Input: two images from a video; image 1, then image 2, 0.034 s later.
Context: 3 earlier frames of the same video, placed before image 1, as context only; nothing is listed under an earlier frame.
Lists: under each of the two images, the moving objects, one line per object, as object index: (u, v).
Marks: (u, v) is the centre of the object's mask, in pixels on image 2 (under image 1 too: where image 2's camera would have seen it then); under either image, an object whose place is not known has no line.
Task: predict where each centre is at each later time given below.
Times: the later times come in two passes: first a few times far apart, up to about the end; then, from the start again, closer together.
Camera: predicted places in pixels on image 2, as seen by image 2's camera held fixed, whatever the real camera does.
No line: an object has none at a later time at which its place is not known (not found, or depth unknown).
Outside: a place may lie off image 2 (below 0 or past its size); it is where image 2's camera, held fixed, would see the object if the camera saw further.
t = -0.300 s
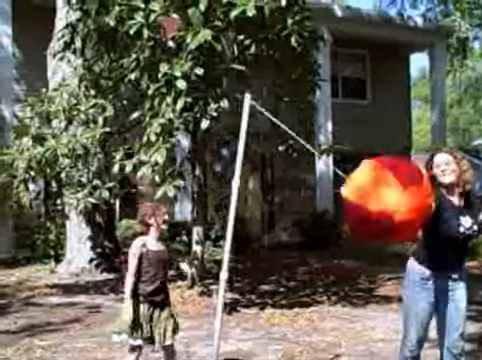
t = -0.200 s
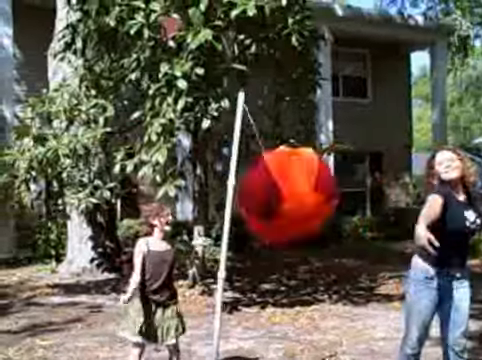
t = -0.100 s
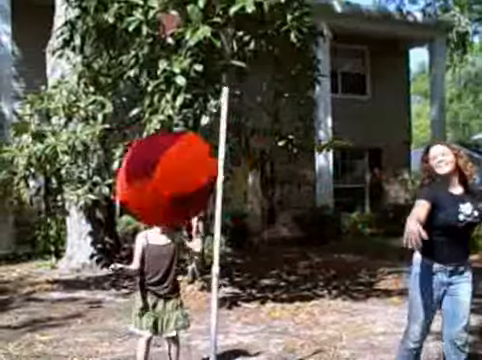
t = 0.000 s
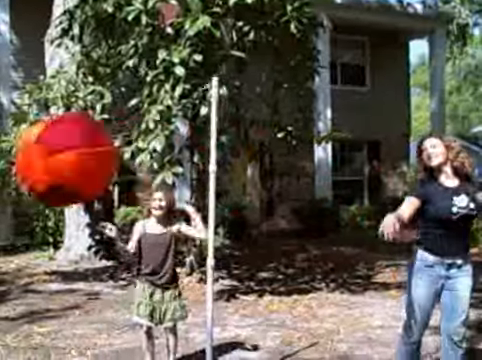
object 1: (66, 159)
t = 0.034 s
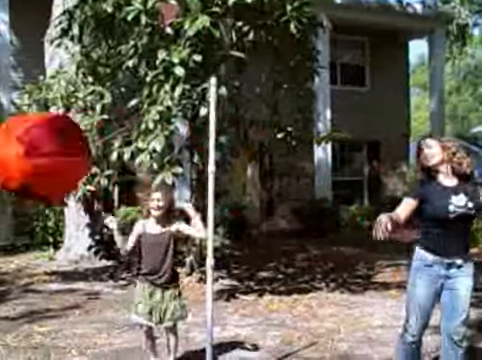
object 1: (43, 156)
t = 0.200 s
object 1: (17, 151)
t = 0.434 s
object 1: (38, 169)
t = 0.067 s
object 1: (31, 154)
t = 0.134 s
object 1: (21, 151)
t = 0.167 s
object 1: (18, 149)
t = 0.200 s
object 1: (17, 151)
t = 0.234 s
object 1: (17, 153)
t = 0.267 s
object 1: (18, 153)
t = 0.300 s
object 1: (20, 155)
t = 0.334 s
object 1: (23, 159)
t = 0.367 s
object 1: (28, 163)
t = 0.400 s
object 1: (33, 165)
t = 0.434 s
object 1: (38, 169)
